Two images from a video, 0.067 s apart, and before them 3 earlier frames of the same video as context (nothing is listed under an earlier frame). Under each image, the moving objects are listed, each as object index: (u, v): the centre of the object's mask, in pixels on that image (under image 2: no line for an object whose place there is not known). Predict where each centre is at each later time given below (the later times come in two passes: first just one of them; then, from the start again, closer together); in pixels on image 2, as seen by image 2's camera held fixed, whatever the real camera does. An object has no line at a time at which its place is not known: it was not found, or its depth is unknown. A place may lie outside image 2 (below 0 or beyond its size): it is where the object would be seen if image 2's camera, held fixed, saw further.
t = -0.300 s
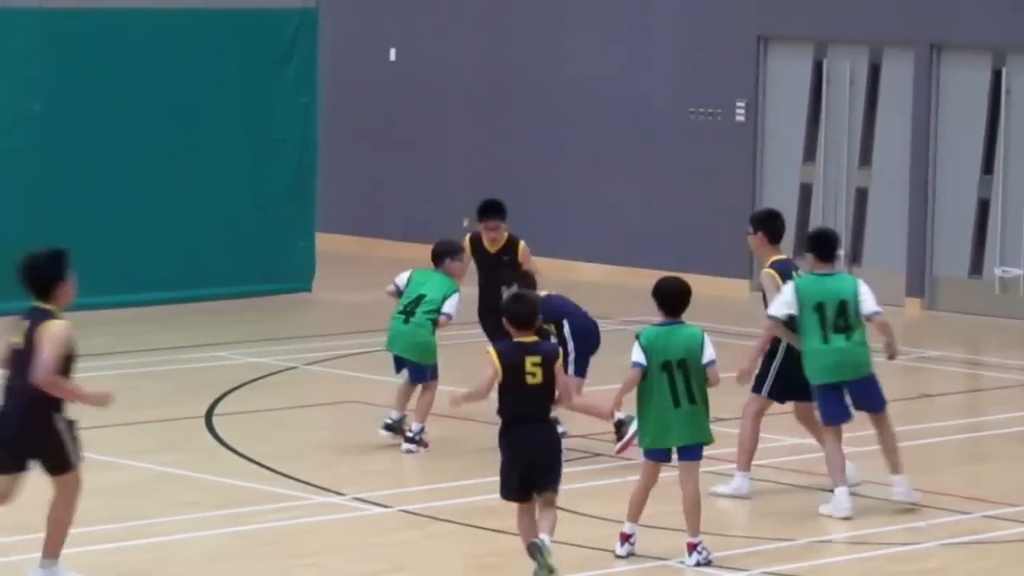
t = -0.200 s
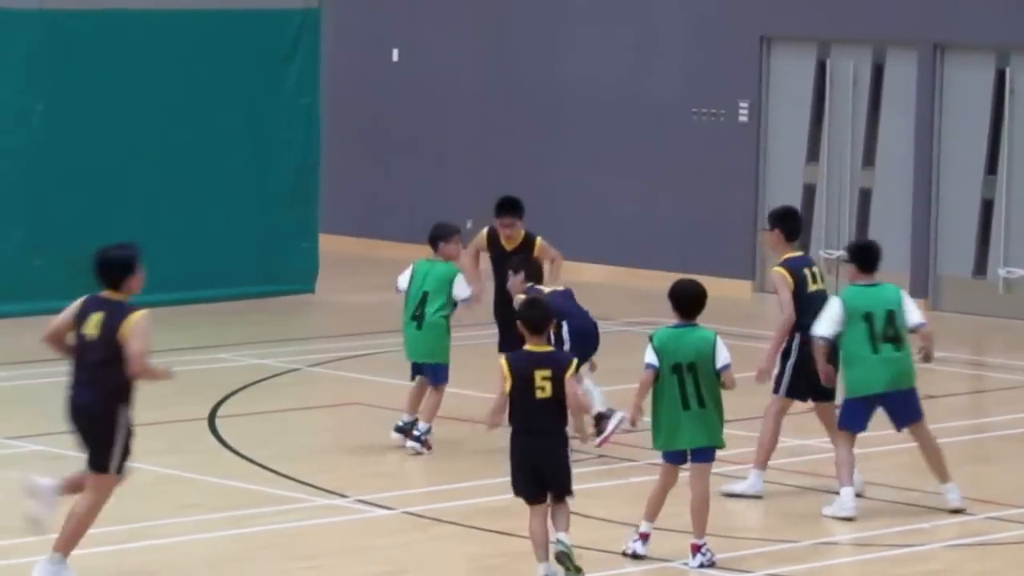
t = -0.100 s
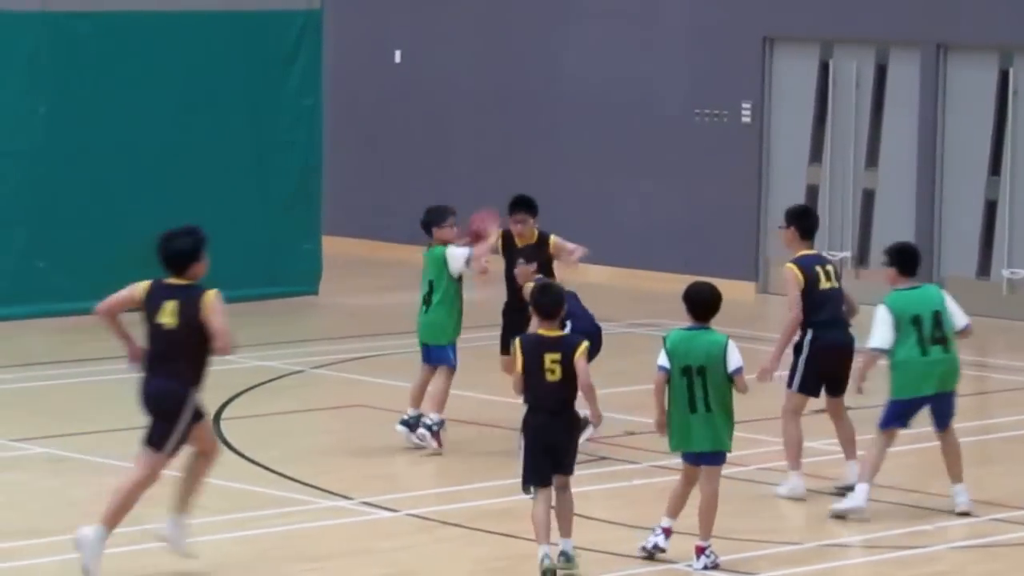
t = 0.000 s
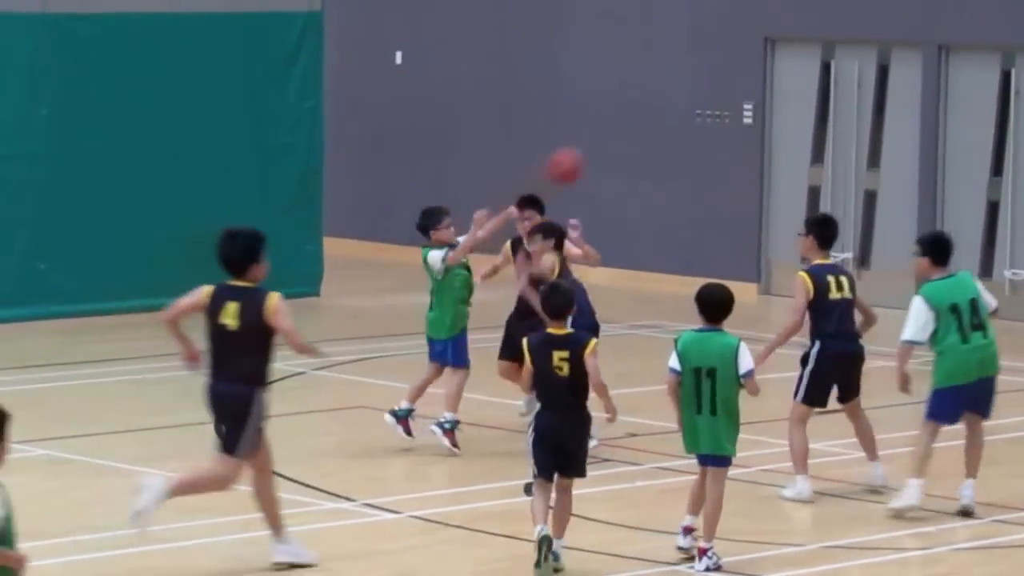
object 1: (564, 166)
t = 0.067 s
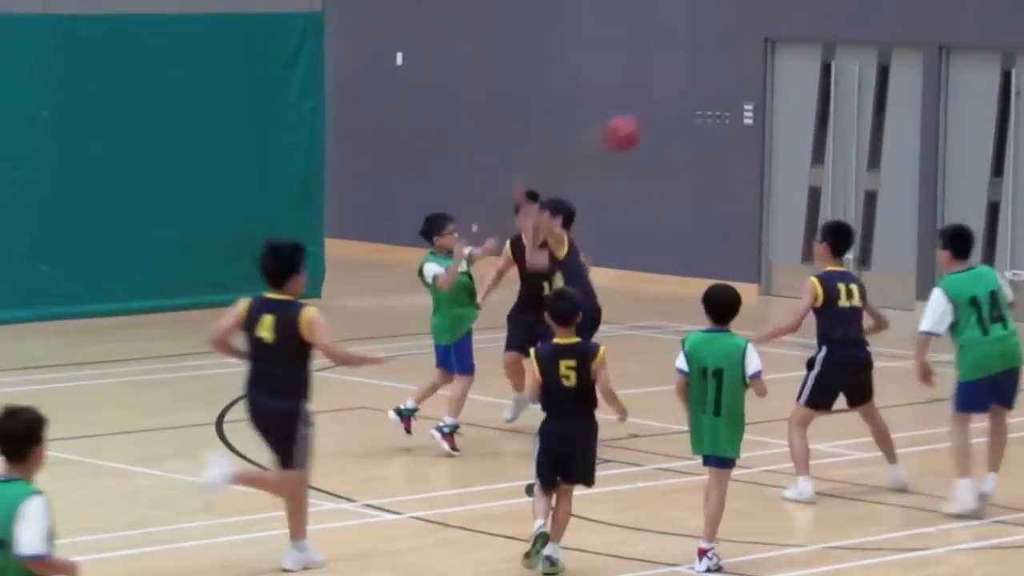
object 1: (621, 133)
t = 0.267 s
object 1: (788, 74)
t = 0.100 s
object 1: (649, 119)
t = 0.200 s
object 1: (733, 86)
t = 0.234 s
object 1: (761, 80)
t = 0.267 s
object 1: (788, 74)
